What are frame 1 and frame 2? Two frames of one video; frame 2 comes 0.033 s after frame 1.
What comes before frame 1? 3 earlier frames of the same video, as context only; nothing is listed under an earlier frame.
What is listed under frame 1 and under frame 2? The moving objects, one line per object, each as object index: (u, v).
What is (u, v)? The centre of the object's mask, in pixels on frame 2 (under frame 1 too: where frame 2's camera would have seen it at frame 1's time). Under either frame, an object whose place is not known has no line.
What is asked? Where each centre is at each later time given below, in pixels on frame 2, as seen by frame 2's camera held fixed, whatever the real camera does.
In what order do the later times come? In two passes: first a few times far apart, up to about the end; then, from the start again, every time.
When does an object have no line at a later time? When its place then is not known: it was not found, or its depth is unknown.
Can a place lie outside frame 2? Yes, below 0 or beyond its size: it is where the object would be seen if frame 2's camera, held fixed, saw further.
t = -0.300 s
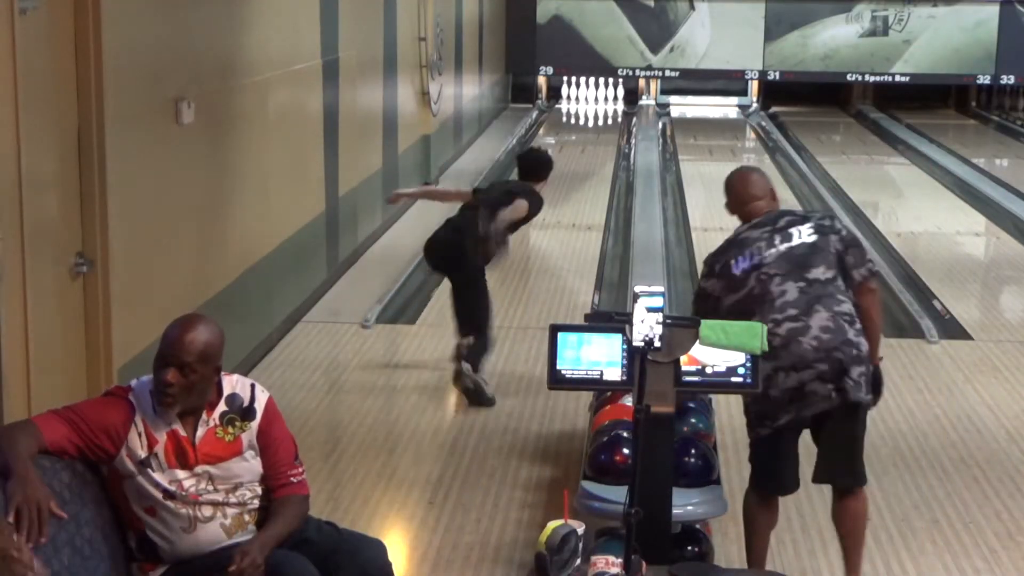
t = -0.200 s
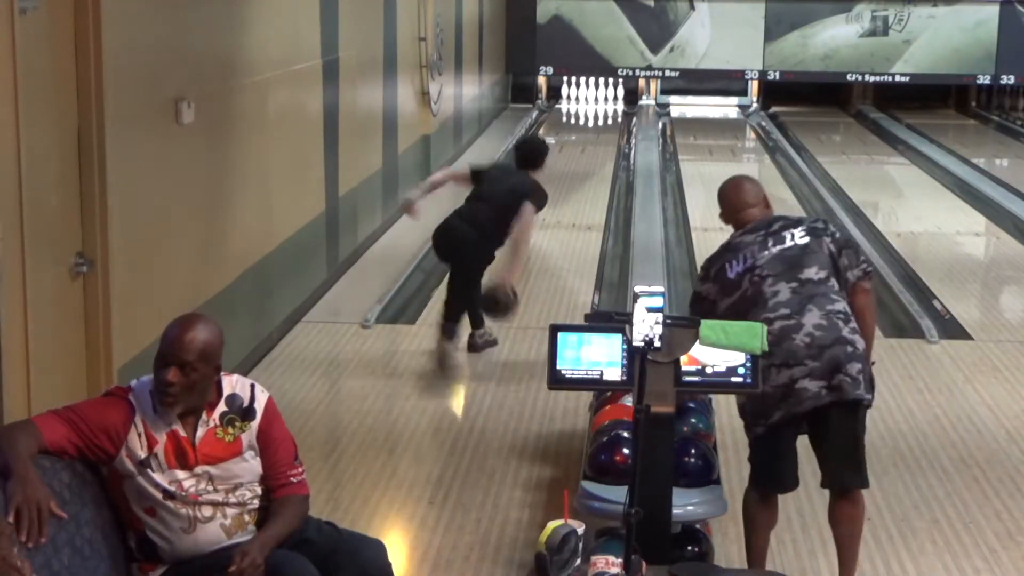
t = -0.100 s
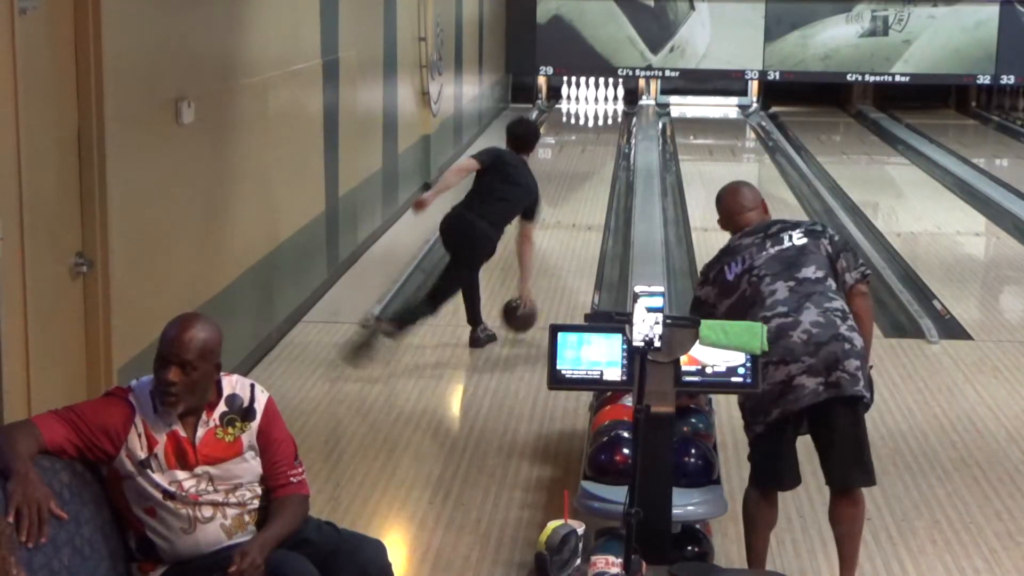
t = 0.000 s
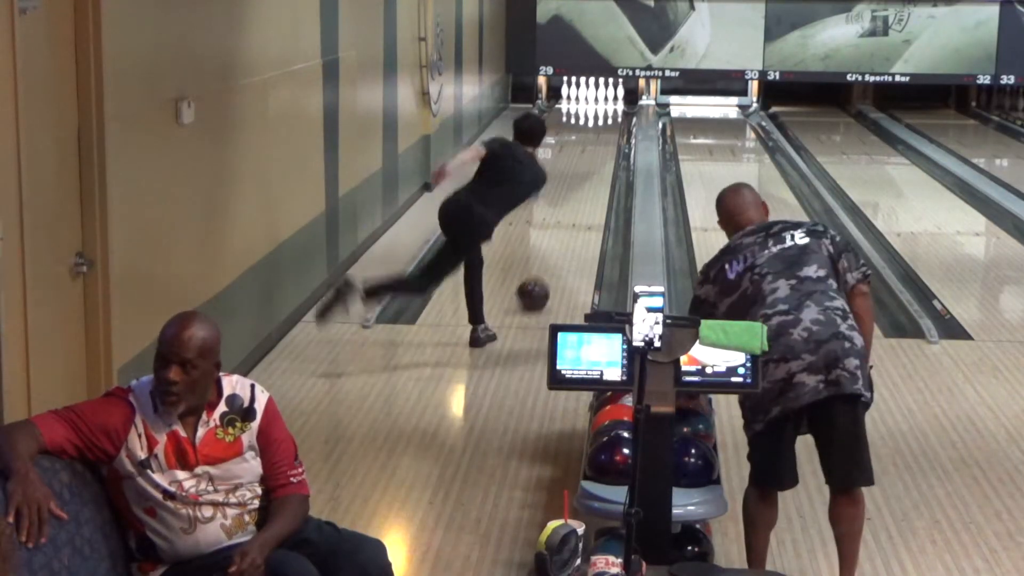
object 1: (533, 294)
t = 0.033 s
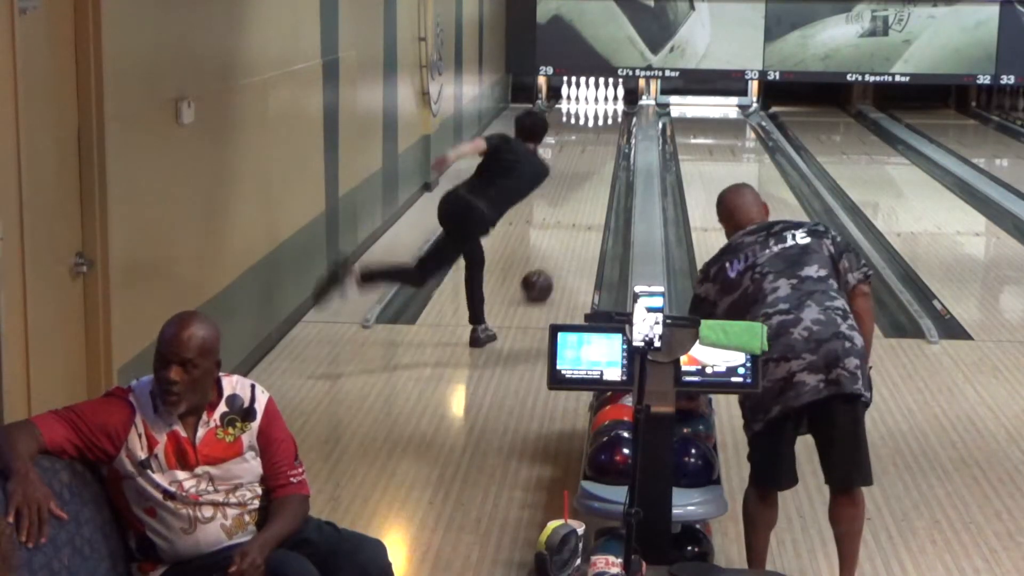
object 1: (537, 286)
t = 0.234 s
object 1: (556, 243)
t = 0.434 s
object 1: (571, 210)
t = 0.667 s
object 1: (583, 181)
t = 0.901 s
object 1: (592, 158)
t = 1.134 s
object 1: (598, 139)
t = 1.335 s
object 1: (601, 126)
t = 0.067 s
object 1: (541, 278)
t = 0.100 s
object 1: (544, 270)
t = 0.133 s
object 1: (547, 263)
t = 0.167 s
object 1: (551, 256)
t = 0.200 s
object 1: (554, 249)
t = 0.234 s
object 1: (556, 243)
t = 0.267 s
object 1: (559, 236)
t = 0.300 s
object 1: (562, 231)
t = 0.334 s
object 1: (564, 225)
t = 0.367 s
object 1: (567, 220)
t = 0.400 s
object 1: (569, 215)
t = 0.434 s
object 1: (571, 210)
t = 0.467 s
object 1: (568, 210)
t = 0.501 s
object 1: (580, 198)
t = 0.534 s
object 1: (577, 196)
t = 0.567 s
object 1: (578, 192)
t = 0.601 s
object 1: (580, 188)
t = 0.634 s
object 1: (582, 184)
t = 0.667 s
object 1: (583, 181)
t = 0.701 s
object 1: (584, 177)
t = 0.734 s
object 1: (586, 173)
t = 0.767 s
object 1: (587, 170)
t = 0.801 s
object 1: (589, 167)
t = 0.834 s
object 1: (590, 164)
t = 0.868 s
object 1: (591, 161)
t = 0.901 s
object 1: (592, 158)
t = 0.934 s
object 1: (593, 155)
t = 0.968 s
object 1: (594, 151)
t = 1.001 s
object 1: (595, 149)
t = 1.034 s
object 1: (596, 146)
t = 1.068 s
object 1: (596, 144)
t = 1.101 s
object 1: (597, 141)
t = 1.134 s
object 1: (598, 139)
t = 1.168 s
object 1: (598, 136)
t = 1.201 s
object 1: (599, 134)
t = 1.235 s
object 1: (600, 132)
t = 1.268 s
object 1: (600, 130)
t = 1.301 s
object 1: (601, 128)
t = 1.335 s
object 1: (601, 126)
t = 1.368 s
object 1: (602, 125)
